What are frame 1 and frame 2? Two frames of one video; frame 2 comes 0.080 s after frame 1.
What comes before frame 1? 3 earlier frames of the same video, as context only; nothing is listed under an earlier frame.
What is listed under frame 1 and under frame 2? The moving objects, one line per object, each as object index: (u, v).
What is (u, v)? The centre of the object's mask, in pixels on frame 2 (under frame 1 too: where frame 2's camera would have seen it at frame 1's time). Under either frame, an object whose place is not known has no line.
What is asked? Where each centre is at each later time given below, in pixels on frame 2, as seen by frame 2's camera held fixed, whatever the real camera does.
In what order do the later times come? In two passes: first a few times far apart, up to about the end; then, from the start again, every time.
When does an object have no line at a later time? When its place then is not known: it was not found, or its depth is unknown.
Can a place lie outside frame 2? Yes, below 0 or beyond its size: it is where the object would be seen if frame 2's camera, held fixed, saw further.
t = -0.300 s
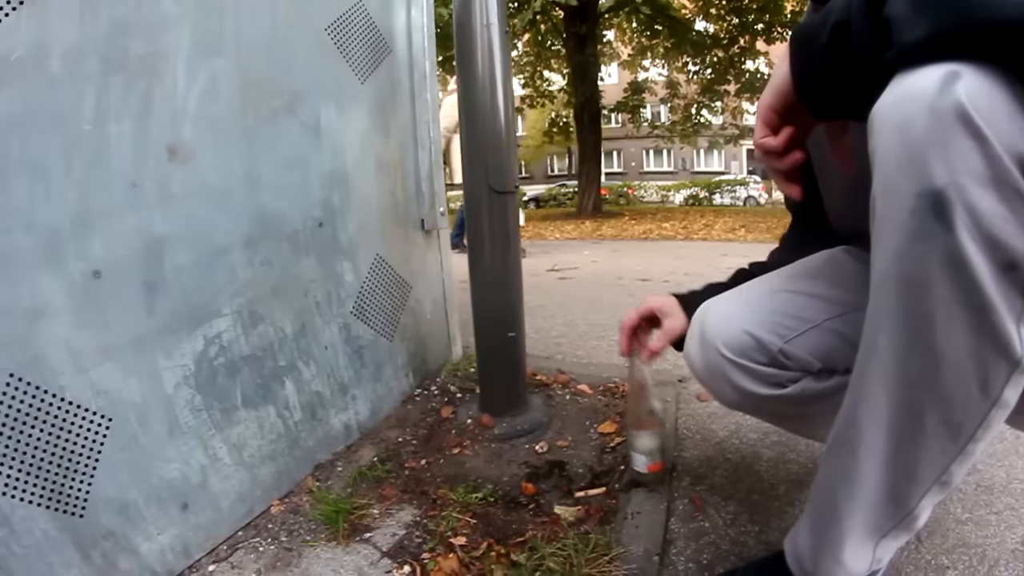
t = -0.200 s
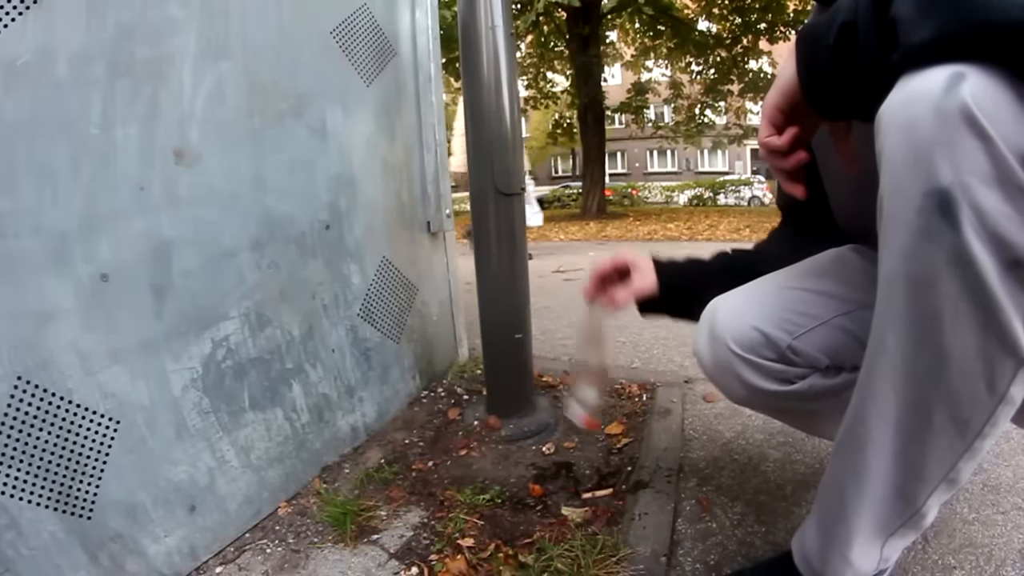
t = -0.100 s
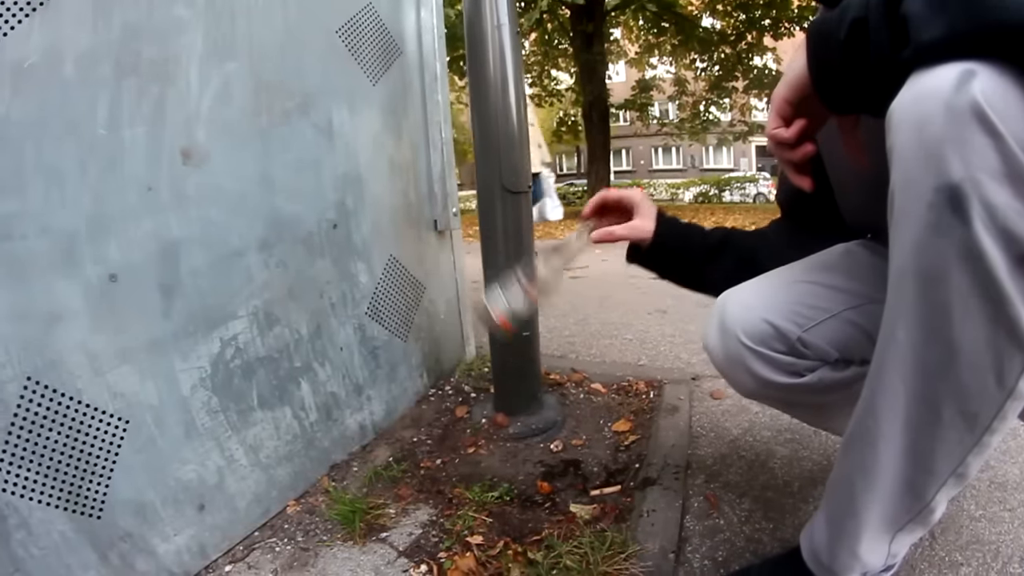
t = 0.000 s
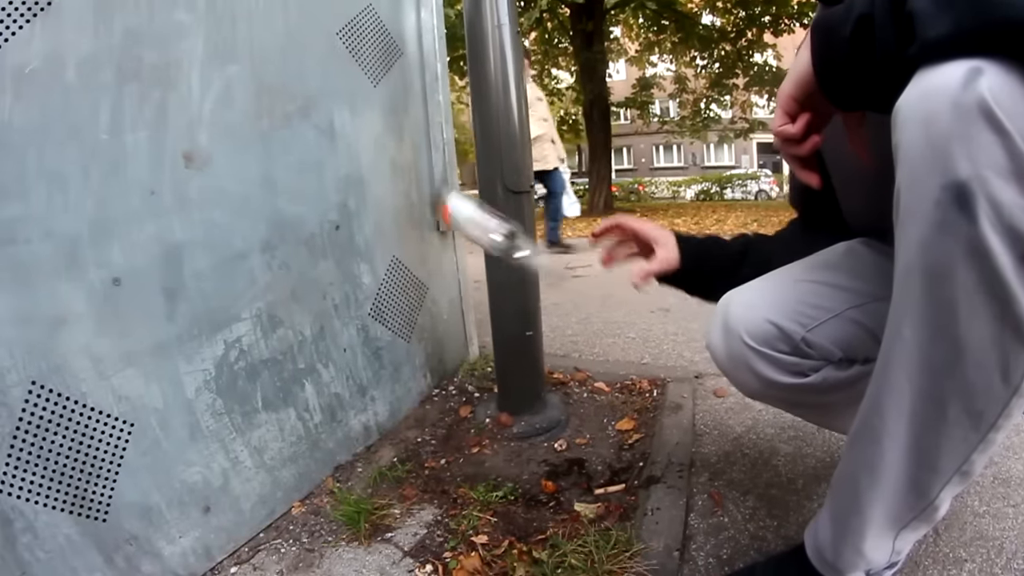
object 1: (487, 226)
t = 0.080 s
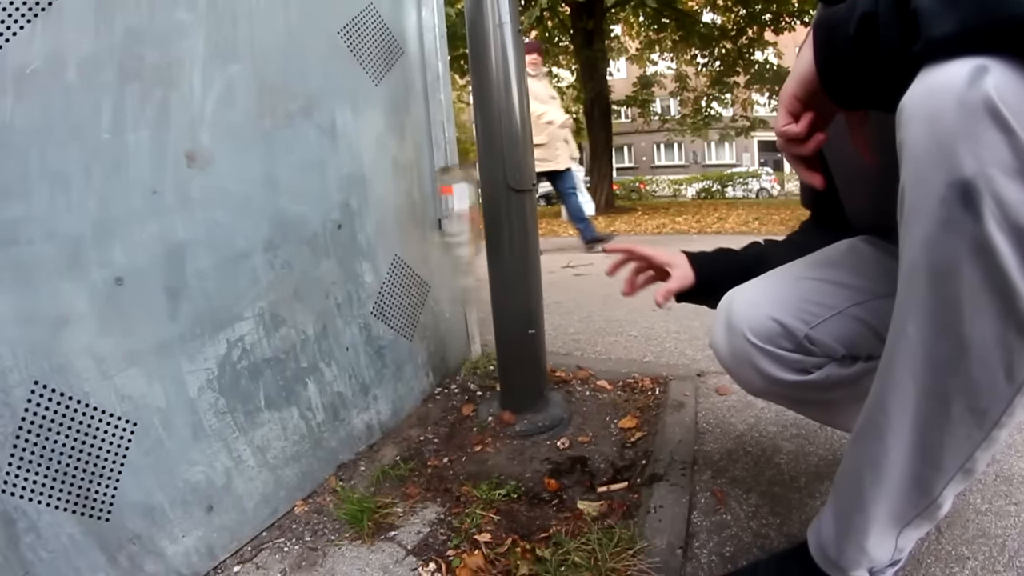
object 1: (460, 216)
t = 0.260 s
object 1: (425, 361)
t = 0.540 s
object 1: (423, 406)
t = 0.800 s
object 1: (422, 406)
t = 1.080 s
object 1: (422, 406)
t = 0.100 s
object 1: (458, 217)
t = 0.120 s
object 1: (450, 239)
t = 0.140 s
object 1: (447, 250)
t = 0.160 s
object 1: (441, 263)
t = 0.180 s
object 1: (440, 280)
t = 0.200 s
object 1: (436, 300)
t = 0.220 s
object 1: (431, 324)
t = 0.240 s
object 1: (423, 338)
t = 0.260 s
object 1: (425, 361)
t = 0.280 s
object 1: (424, 386)
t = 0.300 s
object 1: (423, 402)
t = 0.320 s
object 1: (421, 408)
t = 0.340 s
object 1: (421, 406)
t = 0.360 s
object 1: (421, 406)
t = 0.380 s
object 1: (421, 406)
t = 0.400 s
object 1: (422, 406)
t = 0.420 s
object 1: (422, 405)
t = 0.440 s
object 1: (422, 404)
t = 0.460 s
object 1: (422, 404)
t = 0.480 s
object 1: (422, 404)
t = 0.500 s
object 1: (422, 405)
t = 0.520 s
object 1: (422, 406)
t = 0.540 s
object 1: (423, 406)
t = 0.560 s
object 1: (423, 406)
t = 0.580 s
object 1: (423, 406)
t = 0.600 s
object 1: (423, 406)
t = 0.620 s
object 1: (422, 405)
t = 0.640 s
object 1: (422, 405)
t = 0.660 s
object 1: (422, 405)
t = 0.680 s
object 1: (422, 405)
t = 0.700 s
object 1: (422, 406)
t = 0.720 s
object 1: (422, 407)
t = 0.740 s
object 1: (422, 406)
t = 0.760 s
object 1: (422, 406)
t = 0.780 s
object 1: (422, 406)
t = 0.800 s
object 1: (422, 406)
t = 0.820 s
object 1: (422, 406)
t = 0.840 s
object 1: (422, 406)
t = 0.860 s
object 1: (422, 406)
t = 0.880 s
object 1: (422, 406)
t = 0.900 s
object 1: (422, 405)
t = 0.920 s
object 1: (422, 405)
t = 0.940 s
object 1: (422, 405)
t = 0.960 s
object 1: (422, 406)
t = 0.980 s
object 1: (422, 406)
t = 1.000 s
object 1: (422, 406)
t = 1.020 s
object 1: (422, 406)
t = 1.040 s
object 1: (422, 406)
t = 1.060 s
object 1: (422, 406)
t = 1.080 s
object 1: (422, 406)
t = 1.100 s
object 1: (422, 406)
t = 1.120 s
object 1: (423, 406)
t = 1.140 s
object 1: (423, 405)
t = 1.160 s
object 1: (422, 405)
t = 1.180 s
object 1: (422, 405)
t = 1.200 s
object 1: (423, 409)
